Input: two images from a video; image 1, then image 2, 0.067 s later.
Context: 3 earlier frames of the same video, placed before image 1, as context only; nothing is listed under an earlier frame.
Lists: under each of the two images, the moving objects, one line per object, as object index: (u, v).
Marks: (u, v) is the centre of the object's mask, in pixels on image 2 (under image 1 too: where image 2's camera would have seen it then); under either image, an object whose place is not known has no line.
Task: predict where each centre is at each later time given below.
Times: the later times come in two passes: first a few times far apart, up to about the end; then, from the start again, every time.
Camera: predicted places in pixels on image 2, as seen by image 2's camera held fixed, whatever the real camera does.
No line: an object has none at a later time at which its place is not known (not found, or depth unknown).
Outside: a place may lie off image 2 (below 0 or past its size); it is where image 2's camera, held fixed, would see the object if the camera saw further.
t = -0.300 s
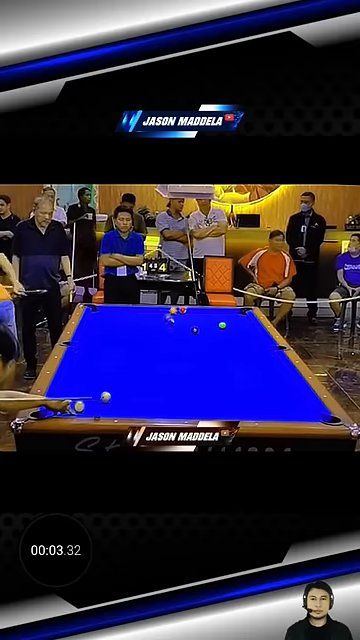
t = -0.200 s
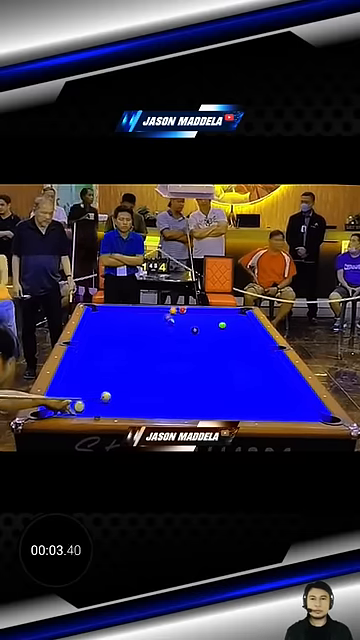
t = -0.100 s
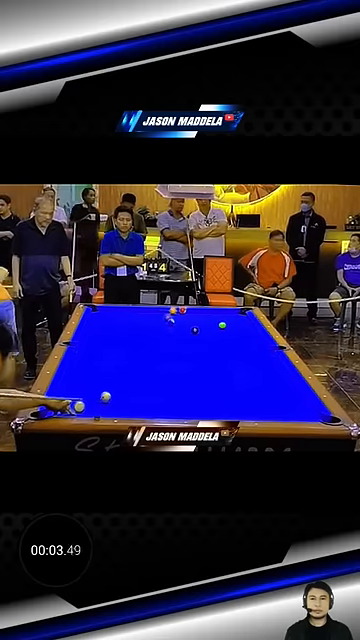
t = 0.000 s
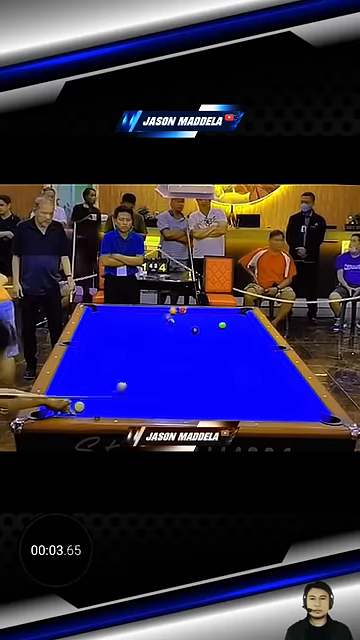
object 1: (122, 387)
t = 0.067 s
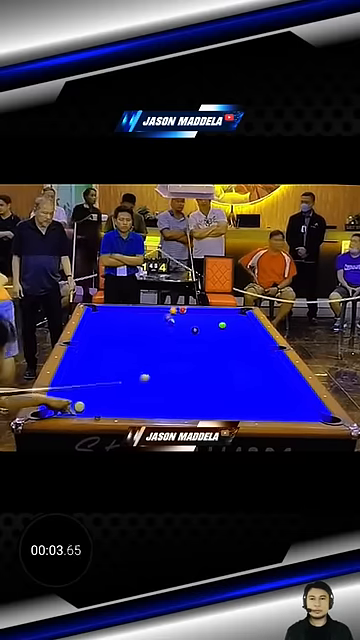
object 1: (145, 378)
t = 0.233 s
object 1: (190, 357)
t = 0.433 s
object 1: (229, 339)
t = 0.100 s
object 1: (155, 372)
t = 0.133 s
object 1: (165, 369)
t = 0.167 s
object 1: (173, 365)
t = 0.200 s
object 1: (182, 361)
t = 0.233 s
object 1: (190, 357)
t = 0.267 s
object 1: (197, 354)
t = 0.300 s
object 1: (205, 351)
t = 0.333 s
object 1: (211, 348)
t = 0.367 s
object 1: (217, 345)
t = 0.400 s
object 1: (223, 342)
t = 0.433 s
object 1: (229, 339)
